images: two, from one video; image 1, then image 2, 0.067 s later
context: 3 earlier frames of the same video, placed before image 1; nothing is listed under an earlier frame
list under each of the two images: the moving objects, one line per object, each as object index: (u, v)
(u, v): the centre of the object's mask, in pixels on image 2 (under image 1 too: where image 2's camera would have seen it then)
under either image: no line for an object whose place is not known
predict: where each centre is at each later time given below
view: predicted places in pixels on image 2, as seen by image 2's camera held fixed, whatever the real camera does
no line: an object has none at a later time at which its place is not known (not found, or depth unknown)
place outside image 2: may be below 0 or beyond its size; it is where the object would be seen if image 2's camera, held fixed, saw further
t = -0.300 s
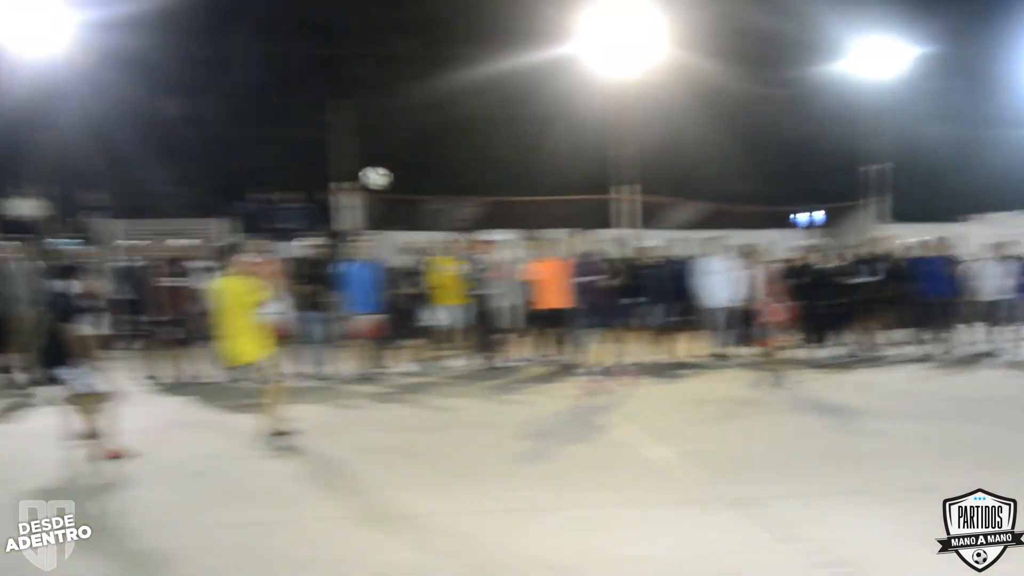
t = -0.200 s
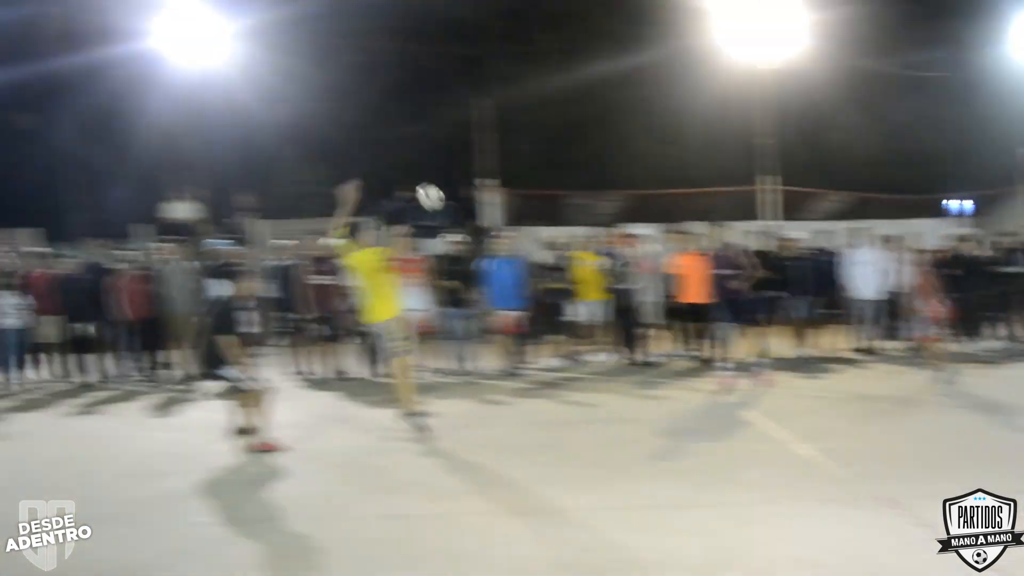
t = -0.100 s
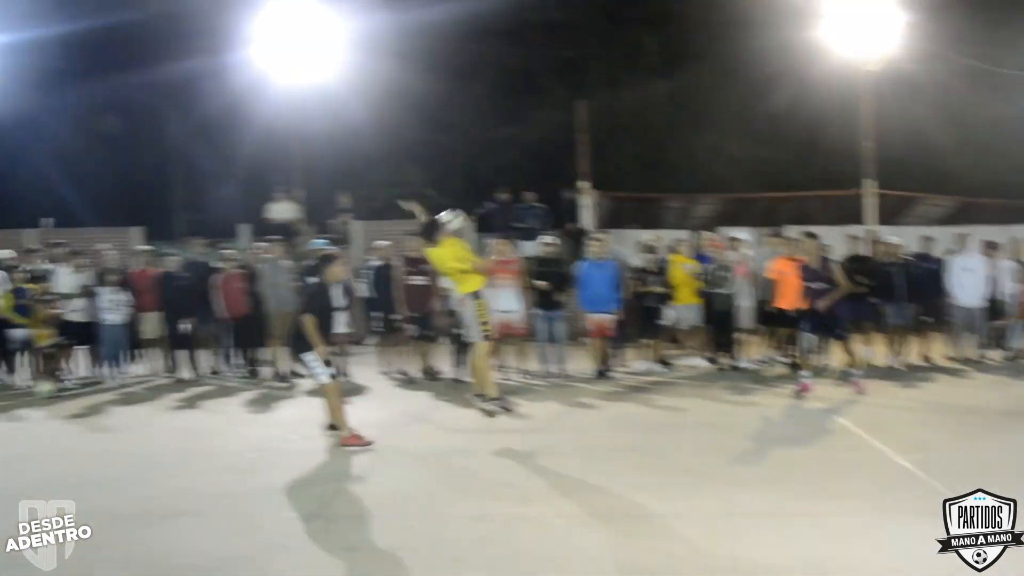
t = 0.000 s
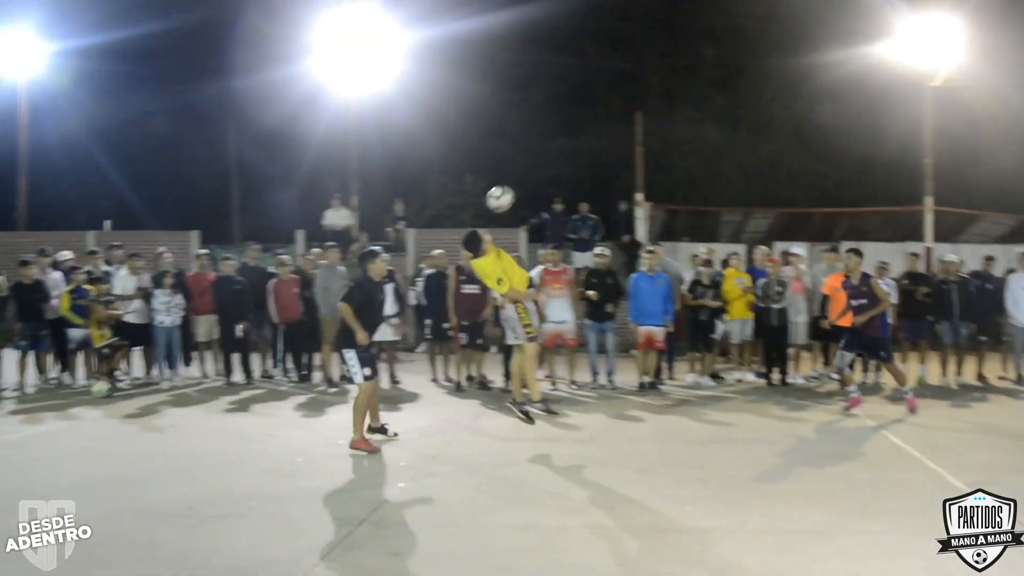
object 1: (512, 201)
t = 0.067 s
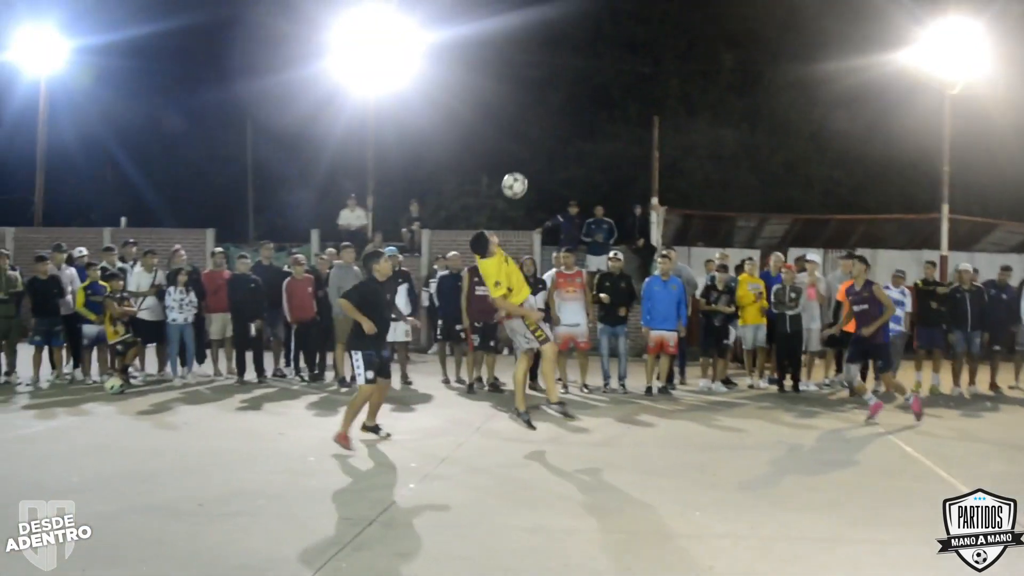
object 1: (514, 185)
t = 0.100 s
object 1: (515, 179)
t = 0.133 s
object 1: (515, 174)
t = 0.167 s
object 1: (515, 170)
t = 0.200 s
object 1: (517, 167)
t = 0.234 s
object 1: (518, 168)
